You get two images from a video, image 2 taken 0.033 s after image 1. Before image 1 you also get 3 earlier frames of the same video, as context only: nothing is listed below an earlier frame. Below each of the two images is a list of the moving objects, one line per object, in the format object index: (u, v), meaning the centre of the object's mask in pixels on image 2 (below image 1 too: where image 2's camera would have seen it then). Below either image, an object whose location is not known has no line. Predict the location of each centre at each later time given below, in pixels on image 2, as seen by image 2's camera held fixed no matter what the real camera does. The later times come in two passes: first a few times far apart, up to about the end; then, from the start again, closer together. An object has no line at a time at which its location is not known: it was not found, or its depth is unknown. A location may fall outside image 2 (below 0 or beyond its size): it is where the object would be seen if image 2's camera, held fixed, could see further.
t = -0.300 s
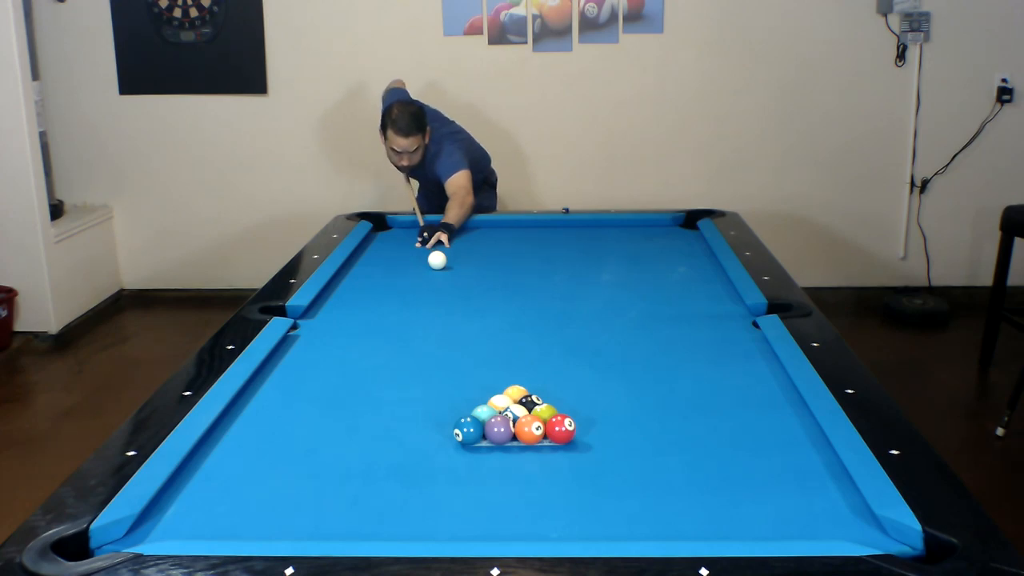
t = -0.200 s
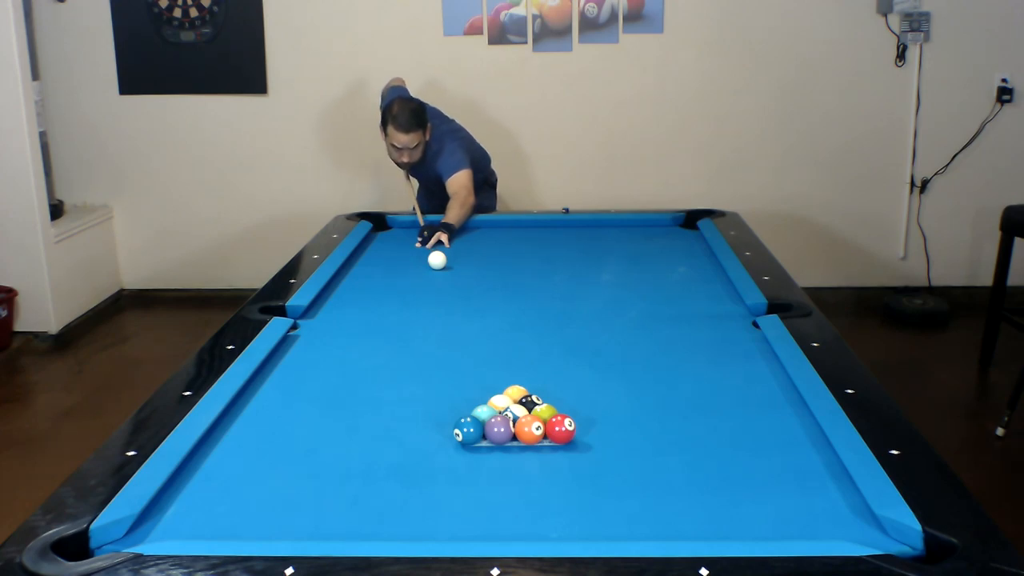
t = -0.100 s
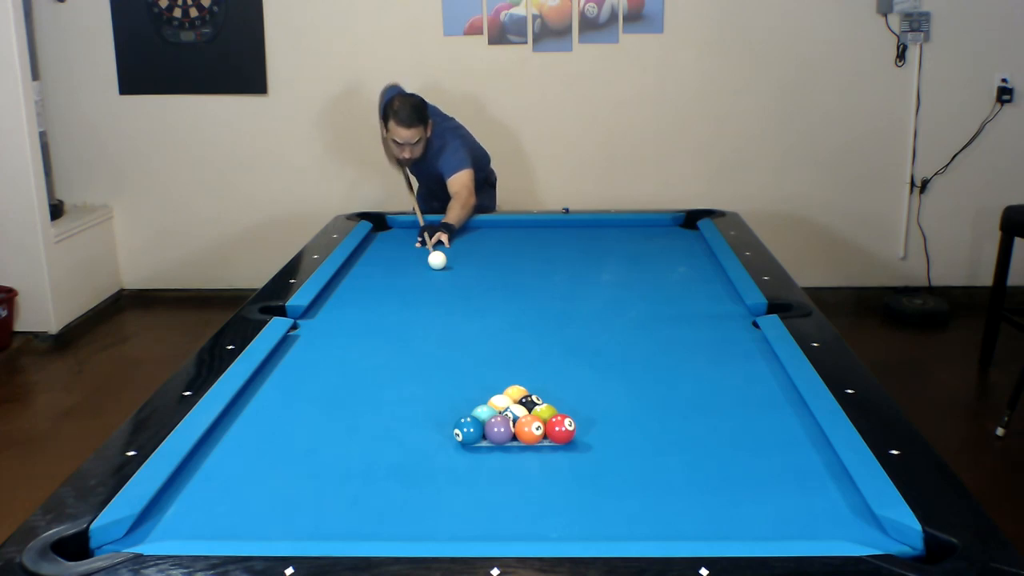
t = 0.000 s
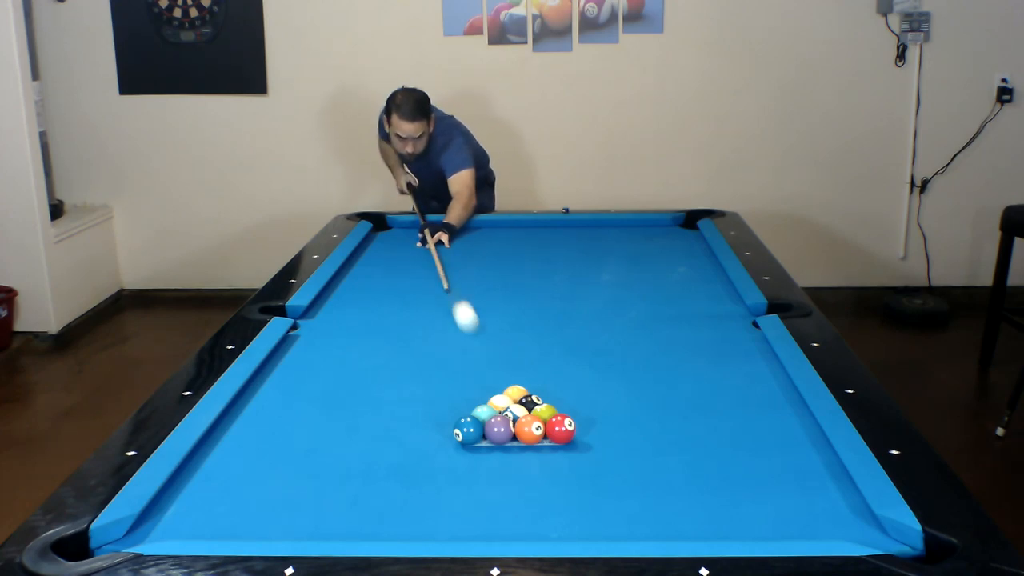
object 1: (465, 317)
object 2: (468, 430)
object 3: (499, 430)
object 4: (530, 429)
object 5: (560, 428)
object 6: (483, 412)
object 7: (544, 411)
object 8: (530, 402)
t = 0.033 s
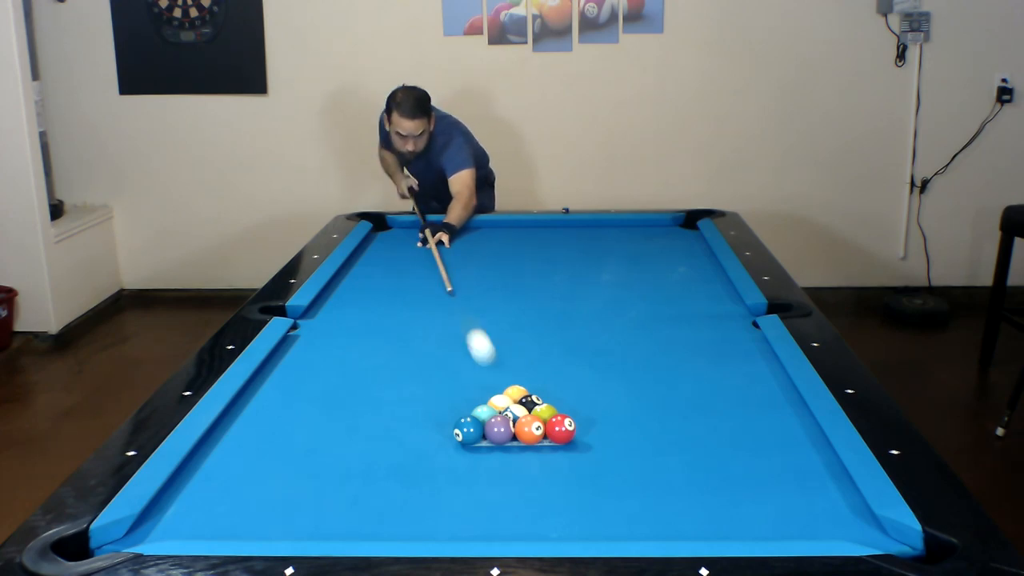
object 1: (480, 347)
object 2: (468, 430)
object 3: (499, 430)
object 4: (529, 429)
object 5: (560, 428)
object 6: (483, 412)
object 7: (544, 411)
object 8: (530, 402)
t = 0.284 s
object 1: (301, 418)
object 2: (370, 489)
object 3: (434, 473)
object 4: (475, 490)
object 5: (799, 467)
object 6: (474, 424)
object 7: (642, 414)
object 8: (609, 378)
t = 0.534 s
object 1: (308, 413)
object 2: (280, 521)
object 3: (353, 526)
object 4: (426, 518)
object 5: (701, 373)
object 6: (461, 429)
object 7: (743, 410)
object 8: (683, 353)
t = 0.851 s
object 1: (435, 389)
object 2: (253, 467)
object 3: (313, 498)
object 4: (410, 465)
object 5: (588, 305)
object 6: (445, 433)
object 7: (745, 399)
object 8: (738, 327)
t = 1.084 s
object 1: (518, 374)
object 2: (237, 435)
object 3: (294, 470)
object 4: (401, 433)
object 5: (529, 269)
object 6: (436, 435)
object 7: (687, 390)
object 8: (693, 313)
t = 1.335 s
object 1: (598, 359)
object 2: (250, 409)
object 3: (276, 445)
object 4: (393, 405)
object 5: (481, 240)
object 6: (427, 438)
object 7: (631, 382)
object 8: (649, 299)
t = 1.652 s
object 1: (690, 342)
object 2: (297, 383)
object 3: (258, 418)
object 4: (384, 375)
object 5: (408, 232)
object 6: (420, 440)
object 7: (567, 371)
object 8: (602, 284)
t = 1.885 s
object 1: (749, 331)
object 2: (326, 367)
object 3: (246, 401)
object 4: (379, 357)
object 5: (387, 245)
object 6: (417, 440)
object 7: (524, 365)
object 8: (572, 274)
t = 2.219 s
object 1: (696, 325)
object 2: (362, 348)
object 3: (274, 386)
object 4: (374, 333)
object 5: (437, 266)
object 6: (416, 440)
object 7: (469, 356)
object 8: (533, 262)
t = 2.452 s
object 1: (662, 321)
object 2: (385, 336)
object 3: (293, 376)
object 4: (369, 320)
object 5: (476, 283)
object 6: (416, 441)
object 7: (434, 350)
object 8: (509, 255)
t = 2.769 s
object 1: (619, 316)
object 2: (411, 321)
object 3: (314, 365)
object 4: (365, 305)
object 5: (536, 308)
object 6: (416, 441)
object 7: (391, 343)
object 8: (480, 245)
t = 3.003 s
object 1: (590, 311)
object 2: (427, 312)
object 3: (328, 358)
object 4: (362, 295)
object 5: (587, 330)
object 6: (416, 441)
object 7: (362, 339)
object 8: (461, 239)
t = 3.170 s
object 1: (571, 311)
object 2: (439, 306)
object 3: (337, 354)
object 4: (361, 289)
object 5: (627, 347)
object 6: (416, 441)
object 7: (343, 334)
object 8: (449, 235)
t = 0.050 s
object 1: (489, 364)
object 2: (468, 430)
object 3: (499, 430)
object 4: (529, 429)
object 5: (560, 428)
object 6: (483, 412)
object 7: (544, 411)
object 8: (530, 402)
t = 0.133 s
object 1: (442, 399)
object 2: (437, 450)
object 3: (479, 443)
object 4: (512, 448)
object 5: (660, 489)
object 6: (481, 418)
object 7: (578, 417)
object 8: (557, 398)
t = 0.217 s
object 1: (363, 411)
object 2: (399, 473)
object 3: (454, 460)
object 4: (491, 472)
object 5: (768, 510)
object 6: (477, 422)
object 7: (614, 415)
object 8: (589, 386)
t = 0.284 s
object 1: (301, 418)
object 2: (370, 489)
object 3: (434, 473)
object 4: (475, 490)
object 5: (799, 467)
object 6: (474, 424)
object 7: (642, 414)
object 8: (609, 378)
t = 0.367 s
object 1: (229, 424)
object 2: (331, 513)
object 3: (409, 491)
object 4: (452, 516)
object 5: (789, 426)
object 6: (470, 425)
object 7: (676, 413)
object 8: (635, 369)
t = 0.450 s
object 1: (268, 419)
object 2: (287, 531)
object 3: (381, 510)
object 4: (430, 530)
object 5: (741, 398)
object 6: (466, 427)
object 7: (710, 411)
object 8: (660, 360)
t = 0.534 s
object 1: (308, 413)
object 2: (280, 521)
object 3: (353, 526)
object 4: (426, 518)
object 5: (701, 373)
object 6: (461, 429)
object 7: (743, 410)
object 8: (683, 353)
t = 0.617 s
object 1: (344, 406)
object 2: (272, 505)
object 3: (335, 527)
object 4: (421, 503)
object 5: (666, 352)
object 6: (457, 430)
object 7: (776, 408)
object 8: (706, 345)
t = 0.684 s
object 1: (371, 401)
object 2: (266, 494)
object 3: (328, 521)
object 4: (418, 491)
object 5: (641, 337)
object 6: (453, 431)
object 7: (789, 406)
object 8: (723, 340)
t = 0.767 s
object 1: (403, 395)
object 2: (259, 479)
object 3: (320, 509)
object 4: (414, 477)
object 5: (613, 320)
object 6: (449, 432)
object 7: (766, 402)
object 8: (743, 332)
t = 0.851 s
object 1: (435, 389)
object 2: (253, 467)
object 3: (313, 498)
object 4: (410, 465)
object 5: (588, 305)
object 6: (445, 433)
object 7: (745, 399)
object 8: (738, 327)
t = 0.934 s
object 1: (466, 384)
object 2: (247, 455)
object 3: (306, 488)
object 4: (406, 453)
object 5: (565, 291)
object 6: (442, 434)
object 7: (723, 396)
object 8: (721, 322)
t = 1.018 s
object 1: (496, 378)
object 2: (241, 444)
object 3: (299, 478)
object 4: (403, 442)
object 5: (544, 278)
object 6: (438, 435)
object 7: (703, 393)
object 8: (705, 316)
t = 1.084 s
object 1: (518, 374)
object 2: (237, 435)
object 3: (294, 470)
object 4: (401, 433)
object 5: (529, 269)
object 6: (436, 435)
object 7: (687, 390)
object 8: (693, 313)
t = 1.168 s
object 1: (546, 369)
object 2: (232, 424)
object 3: (288, 461)
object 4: (398, 423)
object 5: (512, 258)
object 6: (432, 436)
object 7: (668, 387)
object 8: (678, 308)
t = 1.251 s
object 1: (573, 364)
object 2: (236, 416)
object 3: (282, 453)
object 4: (395, 414)
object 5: (495, 248)
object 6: (430, 437)
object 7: (649, 384)
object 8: (663, 303)
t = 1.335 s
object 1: (598, 359)
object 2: (250, 409)
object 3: (276, 445)
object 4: (393, 405)
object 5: (481, 240)
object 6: (427, 438)
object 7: (631, 382)
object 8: (649, 299)
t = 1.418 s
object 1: (624, 354)
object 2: (263, 401)
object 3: (271, 438)
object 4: (390, 397)
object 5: (467, 231)
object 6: (425, 438)
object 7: (614, 379)
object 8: (636, 295)
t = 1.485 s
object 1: (643, 351)
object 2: (273, 396)
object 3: (267, 432)
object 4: (388, 390)
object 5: (457, 225)
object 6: (423, 439)
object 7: (600, 377)
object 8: (626, 292)
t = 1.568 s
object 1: (667, 347)
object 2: (285, 390)
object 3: (262, 425)
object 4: (386, 383)
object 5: (435, 226)
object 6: (422, 439)
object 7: (583, 374)
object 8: (614, 288)
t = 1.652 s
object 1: (690, 342)
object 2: (297, 383)
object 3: (258, 418)
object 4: (384, 375)
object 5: (408, 232)
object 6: (420, 440)
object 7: (567, 371)
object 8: (602, 284)
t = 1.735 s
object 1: (712, 338)
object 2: (308, 377)
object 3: (253, 412)
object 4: (382, 369)
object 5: (381, 236)
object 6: (419, 440)
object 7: (551, 369)
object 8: (591, 280)
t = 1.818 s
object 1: (733, 334)
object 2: (318, 372)
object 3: (249, 406)
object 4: (381, 362)
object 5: (377, 241)
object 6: (417, 440)
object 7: (536, 367)
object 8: (580, 277)
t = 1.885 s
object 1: (749, 331)
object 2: (326, 367)
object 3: (246, 401)
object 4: (379, 357)
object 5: (387, 245)
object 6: (417, 440)
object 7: (524, 365)
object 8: (572, 274)
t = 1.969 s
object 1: (736, 329)
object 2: (336, 362)
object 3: (251, 397)
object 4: (378, 351)
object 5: (399, 250)
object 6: (416, 440)
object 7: (510, 363)
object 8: (561, 271)
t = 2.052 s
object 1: (722, 328)
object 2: (345, 357)
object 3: (259, 393)
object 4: (376, 345)
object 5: (411, 255)
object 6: (416, 440)
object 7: (496, 360)
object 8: (552, 268)
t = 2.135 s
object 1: (709, 326)
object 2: (353, 353)
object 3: (267, 389)
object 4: (375, 340)
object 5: (424, 261)
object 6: (416, 440)
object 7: (482, 358)
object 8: (542, 265)
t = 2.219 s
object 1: (696, 325)
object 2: (362, 348)
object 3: (274, 386)
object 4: (374, 333)
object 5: (437, 266)
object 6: (416, 440)
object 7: (469, 356)
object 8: (533, 262)
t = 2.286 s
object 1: (686, 324)
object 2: (369, 344)
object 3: (280, 383)
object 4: (372, 327)
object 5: (447, 271)
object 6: (416, 440)
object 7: (459, 355)
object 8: (526, 260)
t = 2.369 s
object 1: (674, 322)
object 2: (377, 339)
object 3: (286, 380)
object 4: (370, 323)
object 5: (461, 276)
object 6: (416, 441)
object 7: (446, 352)
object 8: (517, 257)
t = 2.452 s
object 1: (662, 321)
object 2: (385, 336)
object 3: (293, 376)
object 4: (369, 320)
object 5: (476, 283)
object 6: (416, 441)
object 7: (434, 350)
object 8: (509, 255)
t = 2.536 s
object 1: (650, 319)
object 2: (391, 331)
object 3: (298, 373)
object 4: (368, 317)
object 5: (491, 289)
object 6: (416, 441)
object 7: (422, 348)
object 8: (501, 252)
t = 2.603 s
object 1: (641, 318)
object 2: (397, 328)
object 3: (303, 371)
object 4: (367, 314)
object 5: (503, 295)
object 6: (416, 441)
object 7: (413, 347)
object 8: (495, 250)
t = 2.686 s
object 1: (630, 317)
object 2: (404, 324)
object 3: (309, 368)
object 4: (366, 309)
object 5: (520, 301)
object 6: (416, 441)
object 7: (402, 345)
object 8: (488, 248)
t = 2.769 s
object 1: (619, 316)
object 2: (411, 321)
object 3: (314, 365)
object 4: (365, 305)
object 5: (536, 308)
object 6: (416, 441)
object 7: (391, 343)
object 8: (480, 245)
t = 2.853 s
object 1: (608, 315)
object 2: (417, 318)
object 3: (319, 363)
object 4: (364, 301)
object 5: (554, 316)
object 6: (416, 441)
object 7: (380, 342)
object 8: (473, 243)
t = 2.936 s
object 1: (598, 313)
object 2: (422, 314)
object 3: (324, 360)
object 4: (363, 298)
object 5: (572, 323)
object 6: (416, 441)
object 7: (370, 340)
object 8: (466, 241)
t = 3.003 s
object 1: (590, 311)
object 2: (427, 312)
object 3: (328, 358)
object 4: (362, 295)
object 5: (587, 330)
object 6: (416, 441)
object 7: (362, 339)
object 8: (461, 239)
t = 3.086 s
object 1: (580, 312)
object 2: (433, 309)
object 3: (333, 356)
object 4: (362, 292)
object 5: (607, 338)
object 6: (416, 441)
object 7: (352, 337)
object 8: (455, 237)
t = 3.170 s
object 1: (571, 311)
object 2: (439, 306)
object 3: (337, 354)
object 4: (361, 289)
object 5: (627, 347)
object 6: (416, 441)
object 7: (343, 334)
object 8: (449, 235)
